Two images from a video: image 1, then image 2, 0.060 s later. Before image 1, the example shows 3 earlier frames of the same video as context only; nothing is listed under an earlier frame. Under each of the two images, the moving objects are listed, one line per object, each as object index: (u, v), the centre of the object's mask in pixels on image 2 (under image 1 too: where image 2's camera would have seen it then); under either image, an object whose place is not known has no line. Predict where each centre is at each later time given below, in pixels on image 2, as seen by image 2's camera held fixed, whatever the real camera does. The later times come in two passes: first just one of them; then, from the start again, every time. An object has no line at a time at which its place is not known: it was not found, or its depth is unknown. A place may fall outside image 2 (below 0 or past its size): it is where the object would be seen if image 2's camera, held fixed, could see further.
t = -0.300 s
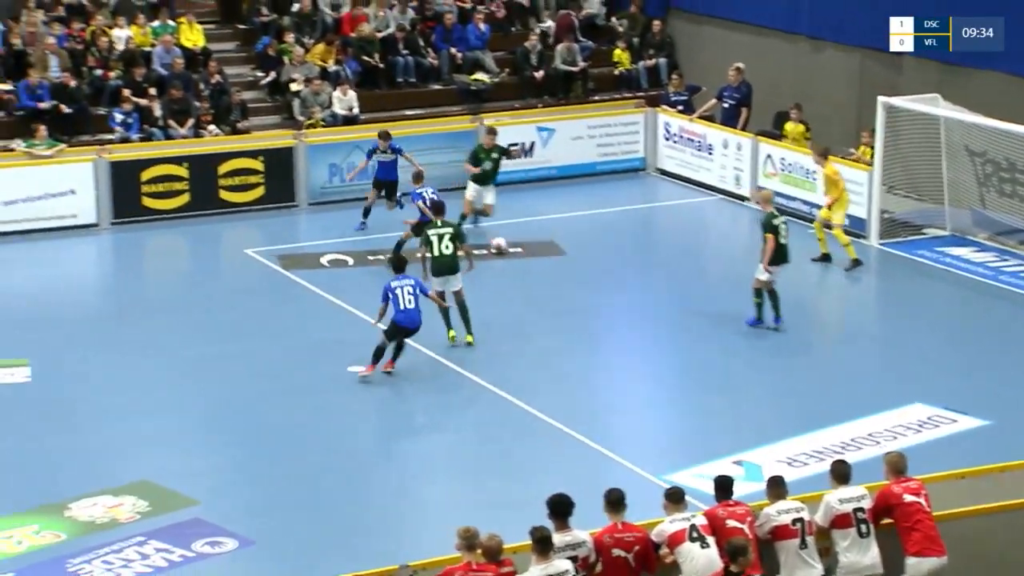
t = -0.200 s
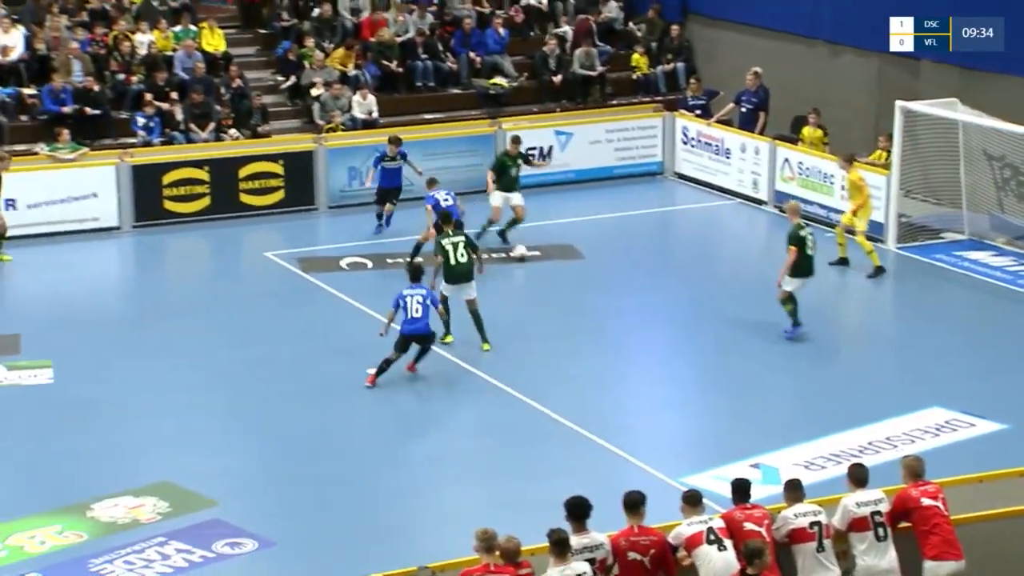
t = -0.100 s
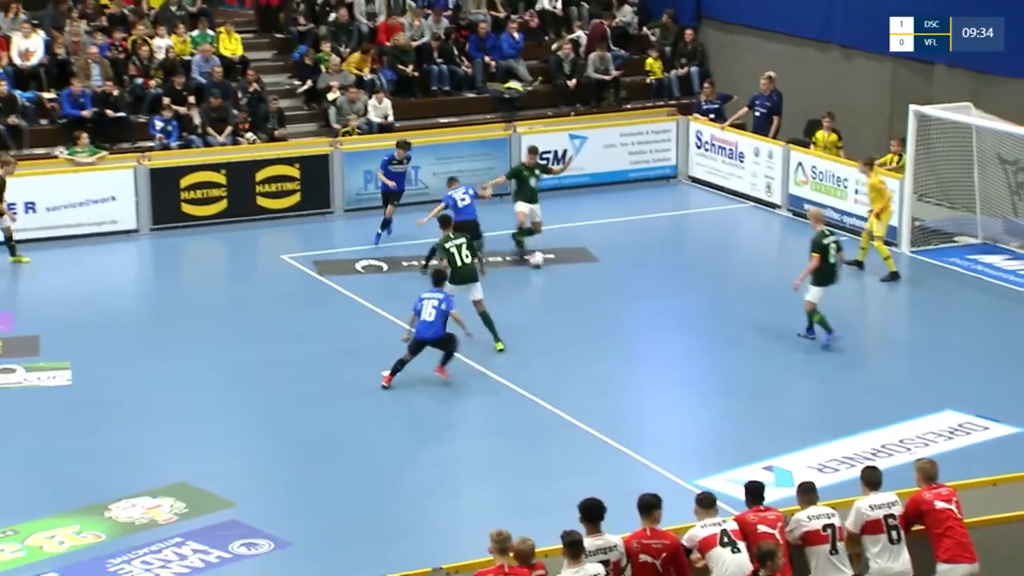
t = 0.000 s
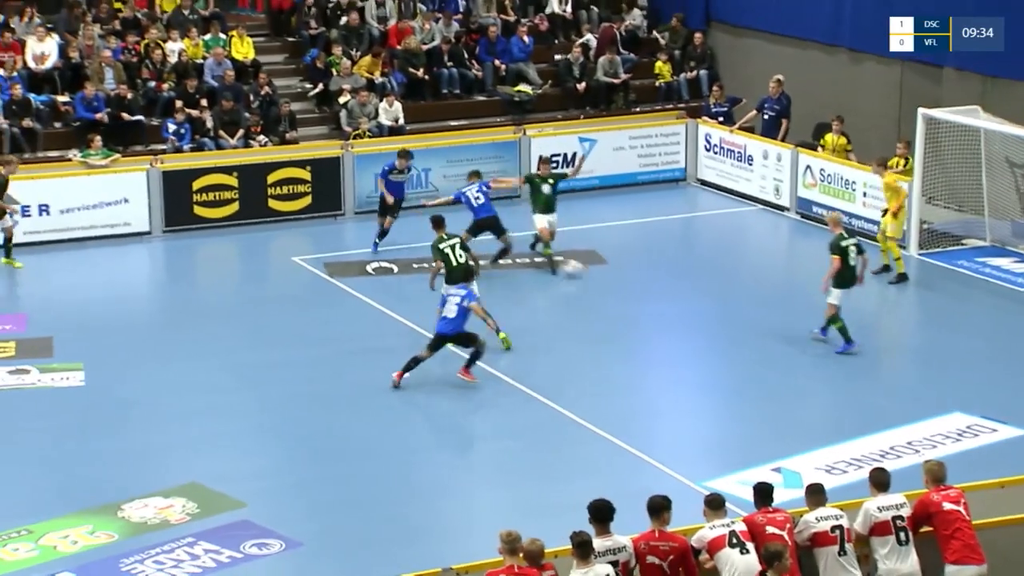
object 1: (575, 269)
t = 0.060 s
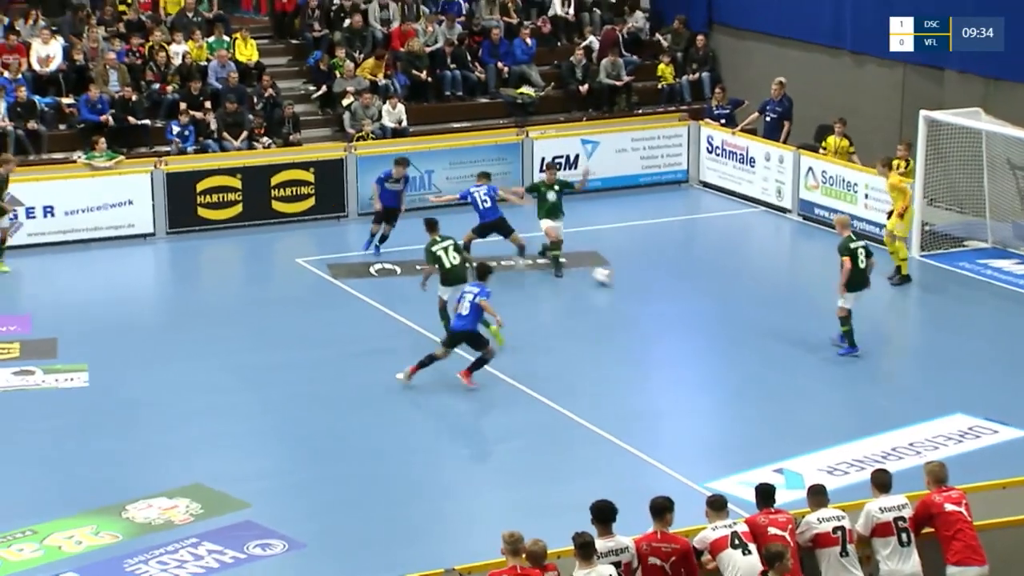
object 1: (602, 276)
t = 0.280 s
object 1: (698, 300)
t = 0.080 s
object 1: (611, 280)
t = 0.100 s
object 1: (621, 282)
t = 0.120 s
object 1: (629, 284)
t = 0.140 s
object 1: (638, 285)
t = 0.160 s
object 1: (647, 287)
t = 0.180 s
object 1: (654, 289)
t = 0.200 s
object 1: (664, 290)
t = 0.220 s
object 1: (673, 293)
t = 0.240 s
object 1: (681, 297)
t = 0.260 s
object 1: (689, 298)
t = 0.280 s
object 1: (698, 300)
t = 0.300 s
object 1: (706, 302)
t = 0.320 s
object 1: (713, 303)
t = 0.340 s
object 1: (721, 306)
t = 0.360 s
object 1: (728, 307)
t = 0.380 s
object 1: (737, 309)
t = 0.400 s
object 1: (743, 311)
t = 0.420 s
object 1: (751, 312)
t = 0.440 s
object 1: (758, 314)
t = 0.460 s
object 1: (765, 316)
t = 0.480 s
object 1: (772, 318)
